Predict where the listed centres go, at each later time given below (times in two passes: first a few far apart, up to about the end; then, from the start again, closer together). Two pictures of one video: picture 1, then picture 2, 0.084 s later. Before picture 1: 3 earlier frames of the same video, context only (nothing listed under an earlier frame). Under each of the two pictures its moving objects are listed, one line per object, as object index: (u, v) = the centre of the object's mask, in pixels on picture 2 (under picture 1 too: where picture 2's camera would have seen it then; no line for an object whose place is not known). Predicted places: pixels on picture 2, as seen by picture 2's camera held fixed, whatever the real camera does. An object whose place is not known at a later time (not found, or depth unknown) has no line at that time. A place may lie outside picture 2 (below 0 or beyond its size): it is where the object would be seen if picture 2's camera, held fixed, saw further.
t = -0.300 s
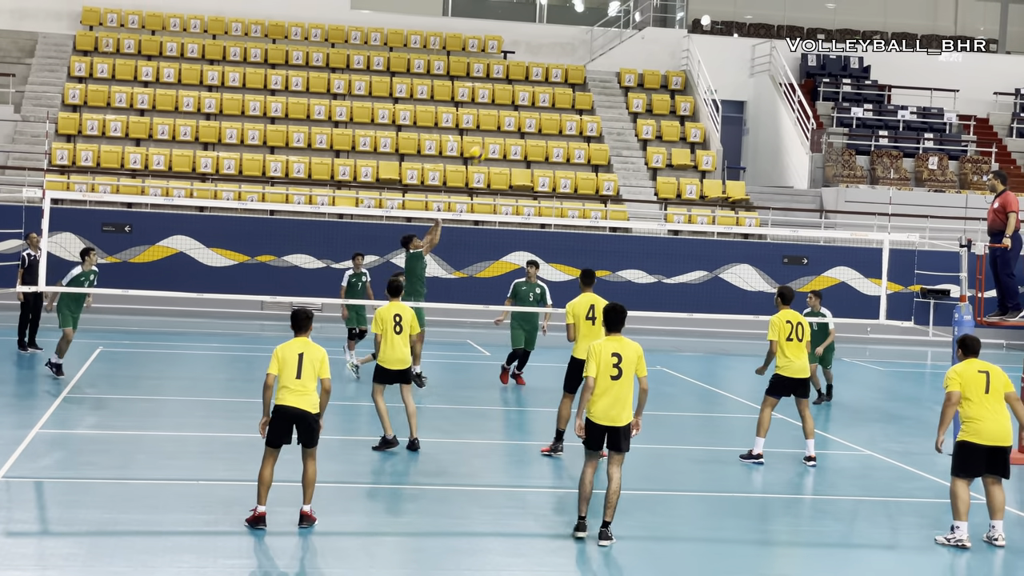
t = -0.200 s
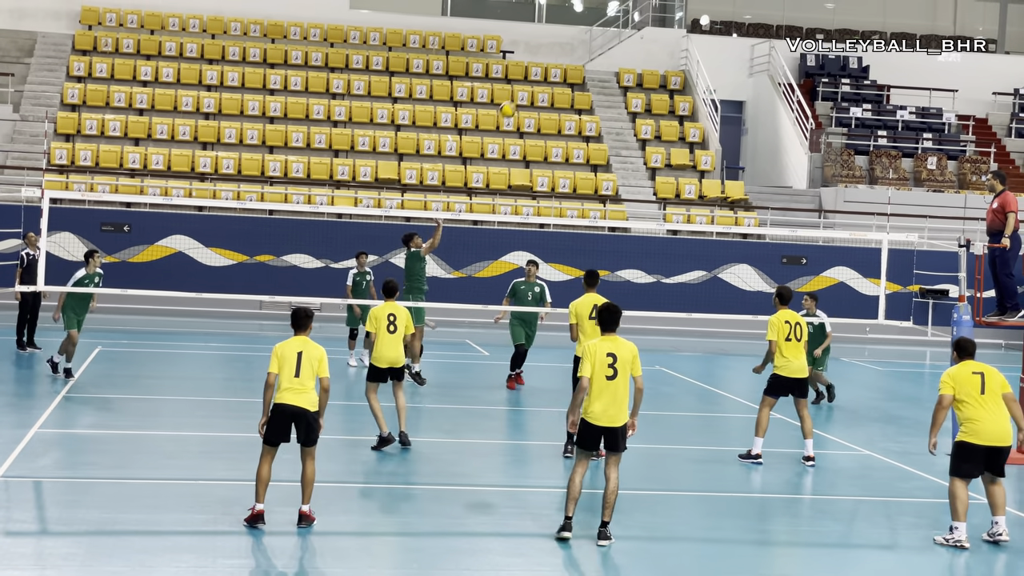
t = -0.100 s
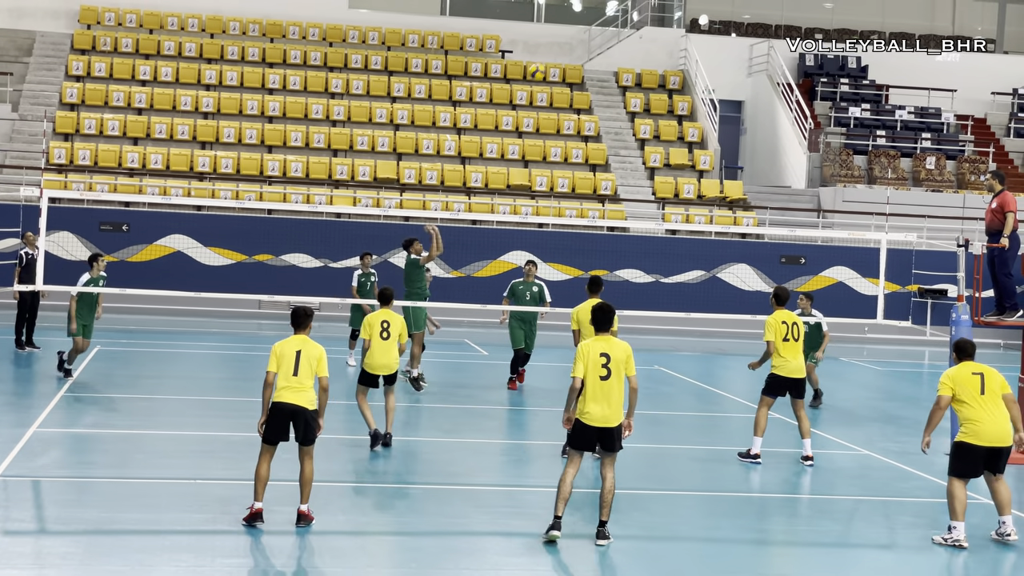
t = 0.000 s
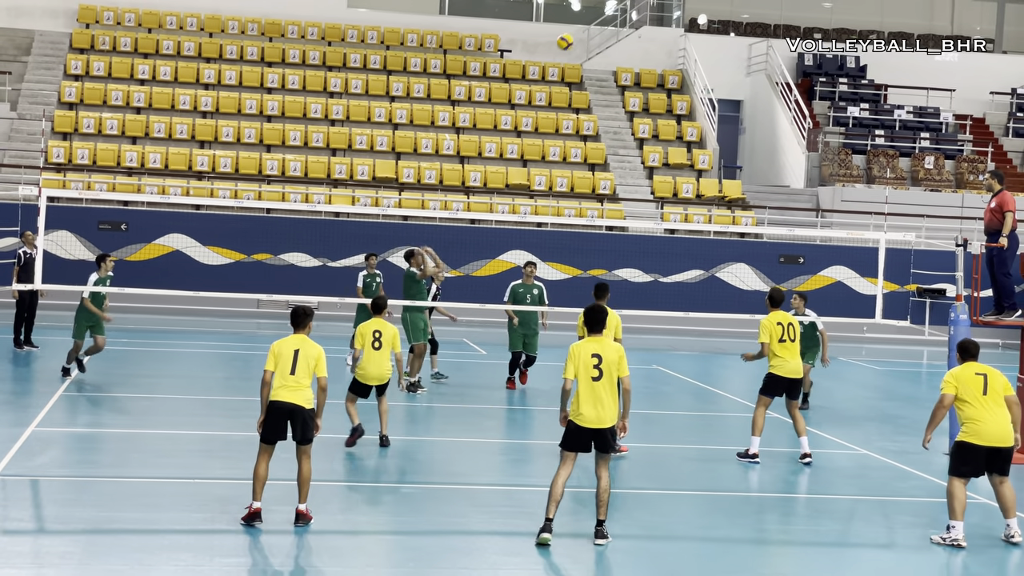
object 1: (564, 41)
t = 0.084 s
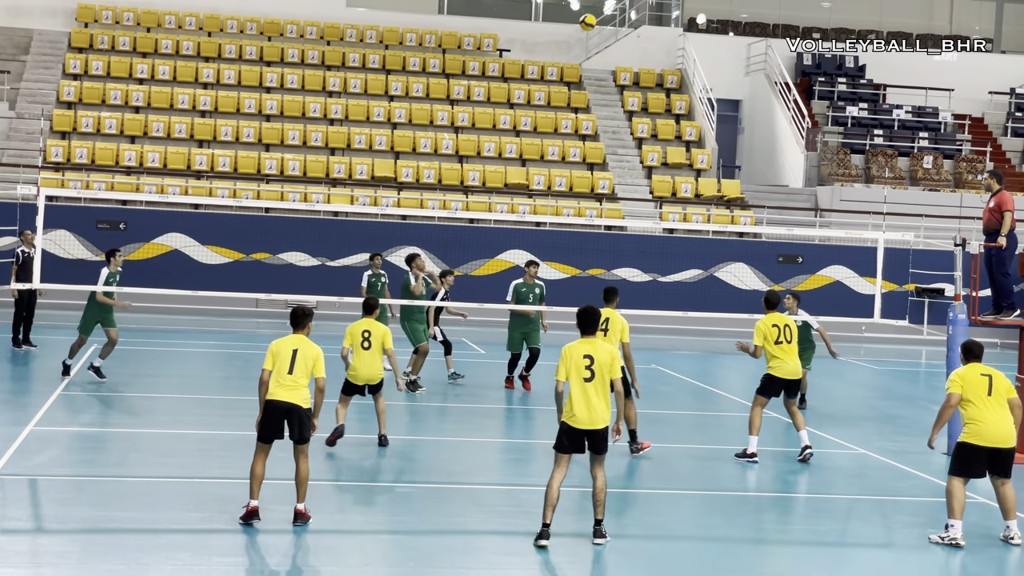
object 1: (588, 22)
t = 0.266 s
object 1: (638, 4)
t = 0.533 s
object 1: (709, 12)
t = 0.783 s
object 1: (771, 74)
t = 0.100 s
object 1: (592, 19)
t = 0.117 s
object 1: (597, 16)
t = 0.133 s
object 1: (601, 13)
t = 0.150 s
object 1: (606, 11)
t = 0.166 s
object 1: (611, 8)
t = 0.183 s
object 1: (616, 7)
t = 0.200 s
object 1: (620, 6)
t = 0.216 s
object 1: (625, 5)
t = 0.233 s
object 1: (629, 4)
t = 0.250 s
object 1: (634, 4)
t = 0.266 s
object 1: (638, 4)
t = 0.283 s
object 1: (643, 4)
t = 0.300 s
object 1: (648, 4)
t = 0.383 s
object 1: (669, 4)
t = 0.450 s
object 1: (687, 6)
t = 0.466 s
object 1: (691, 7)
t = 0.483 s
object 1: (696, 8)
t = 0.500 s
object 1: (700, 9)
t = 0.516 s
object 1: (705, 10)
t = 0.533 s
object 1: (709, 12)
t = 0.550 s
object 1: (713, 15)
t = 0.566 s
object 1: (717, 18)
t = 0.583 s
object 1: (721, 21)
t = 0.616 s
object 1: (730, 28)
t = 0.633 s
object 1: (734, 31)
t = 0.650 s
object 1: (738, 35)
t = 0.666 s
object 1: (742, 39)
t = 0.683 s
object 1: (746, 43)
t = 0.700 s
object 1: (750, 48)
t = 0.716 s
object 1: (755, 53)
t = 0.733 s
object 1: (759, 58)
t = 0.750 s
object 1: (763, 63)
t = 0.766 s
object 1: (767, 68)
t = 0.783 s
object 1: (771, 74)
